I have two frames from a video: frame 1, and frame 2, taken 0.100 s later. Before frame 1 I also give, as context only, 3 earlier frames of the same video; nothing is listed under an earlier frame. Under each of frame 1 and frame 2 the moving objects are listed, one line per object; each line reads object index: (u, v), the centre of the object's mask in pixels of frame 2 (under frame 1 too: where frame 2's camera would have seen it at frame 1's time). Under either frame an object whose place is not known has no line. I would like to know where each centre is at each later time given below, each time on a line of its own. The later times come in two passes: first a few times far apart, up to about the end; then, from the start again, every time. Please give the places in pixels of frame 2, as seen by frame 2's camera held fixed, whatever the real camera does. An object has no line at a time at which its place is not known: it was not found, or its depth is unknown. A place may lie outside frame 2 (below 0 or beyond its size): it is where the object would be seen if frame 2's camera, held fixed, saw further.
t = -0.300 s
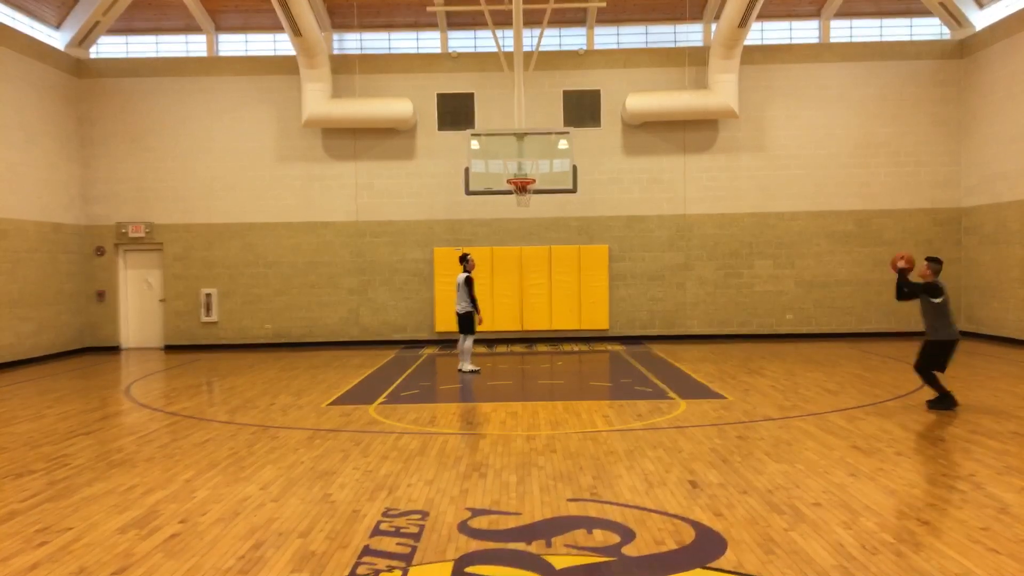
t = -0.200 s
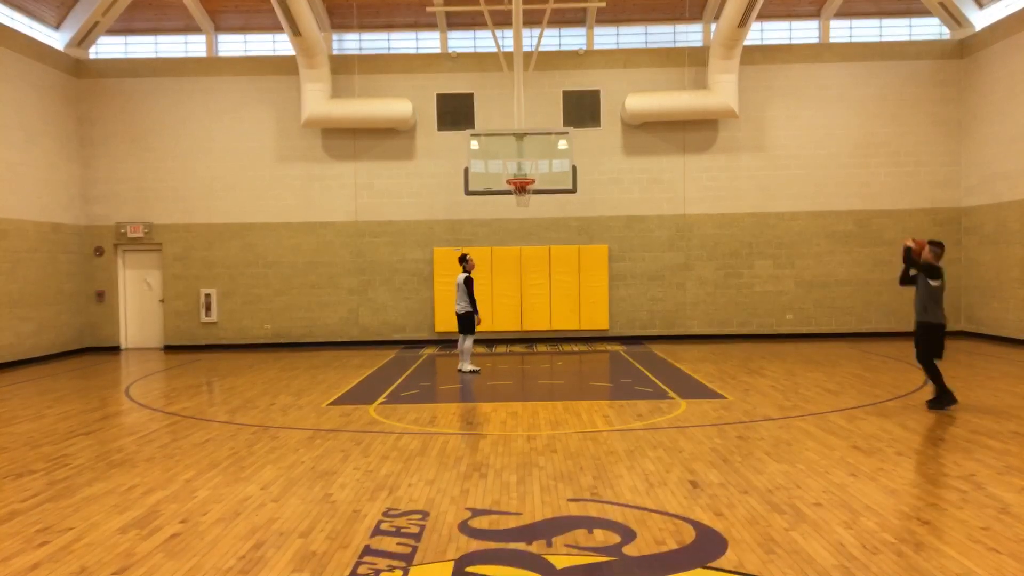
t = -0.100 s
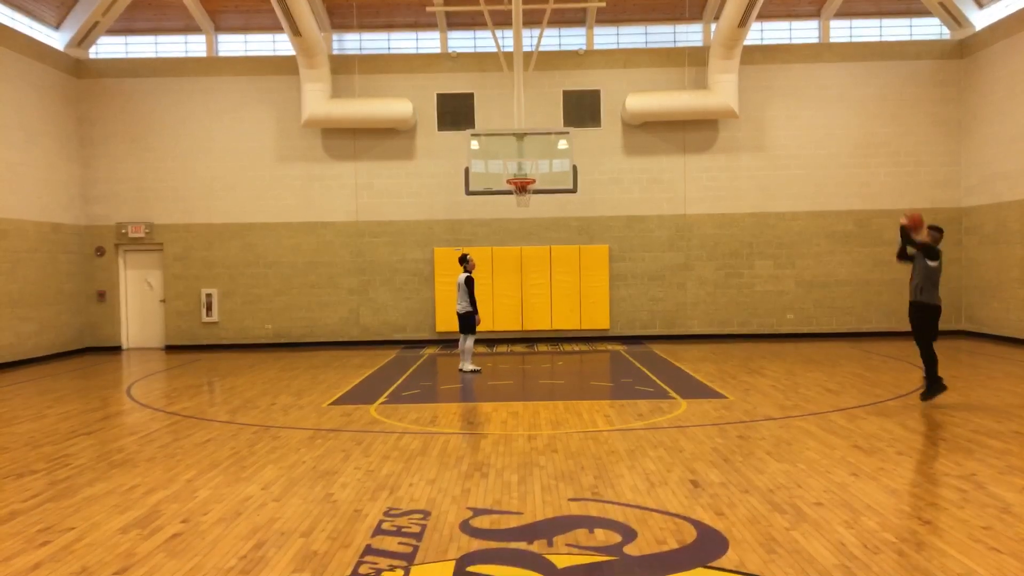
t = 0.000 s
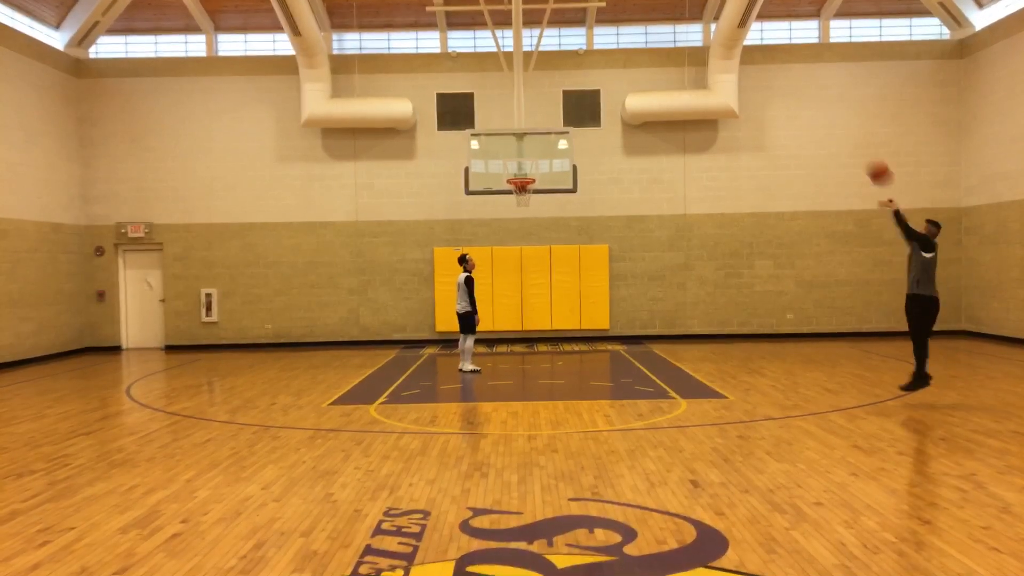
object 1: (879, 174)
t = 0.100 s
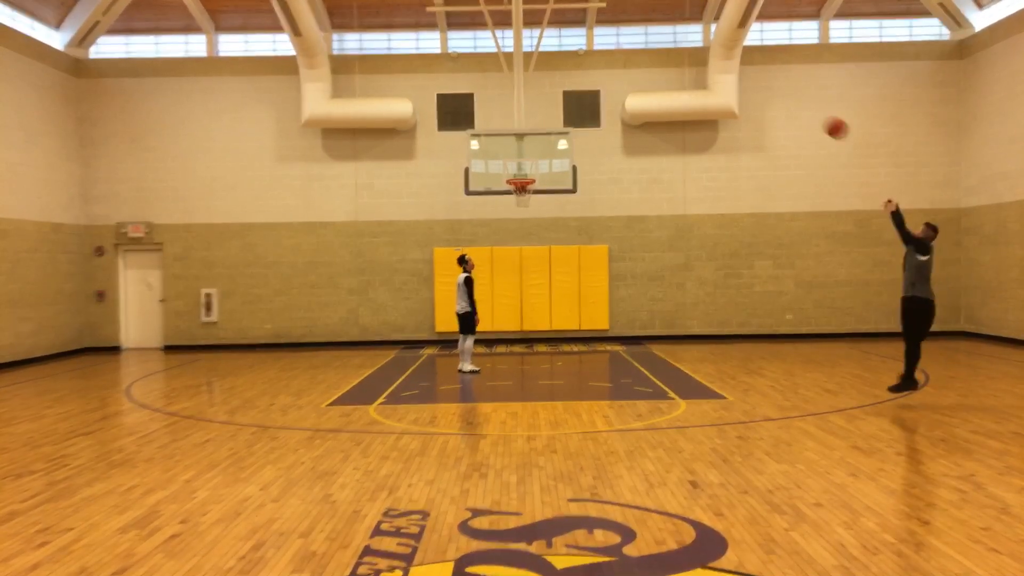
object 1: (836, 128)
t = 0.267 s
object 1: (771, 75)
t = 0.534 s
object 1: (684, 44)
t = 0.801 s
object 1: (613, 64)
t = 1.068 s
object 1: (553, 123)
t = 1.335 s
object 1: (513, 153)
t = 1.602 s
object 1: (494, 106)
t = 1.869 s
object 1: (474, 101)
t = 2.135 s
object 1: (452, 147)
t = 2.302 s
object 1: (438, 205)
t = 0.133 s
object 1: (823, 115)
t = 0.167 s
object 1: (809, 103)
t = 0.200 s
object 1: (795, 93)
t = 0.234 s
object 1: (784, 84)
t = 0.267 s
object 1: (771, 75)
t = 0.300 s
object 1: (759, 68)
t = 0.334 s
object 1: (748, 63)
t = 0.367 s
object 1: (737, 57)
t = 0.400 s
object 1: (726, 52)
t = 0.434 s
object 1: (714, 49)
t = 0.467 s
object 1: (704, 47)
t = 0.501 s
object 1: (695, 45)
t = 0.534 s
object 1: (684, 44)
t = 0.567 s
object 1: (675, 44)
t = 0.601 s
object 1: (666, 45)
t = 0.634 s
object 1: (656, 47)
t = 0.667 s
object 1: (647, 48)
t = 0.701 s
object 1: (638, 51)
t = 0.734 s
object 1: (630, 55)
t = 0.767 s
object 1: (621, 59)
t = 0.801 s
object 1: (613, 64)
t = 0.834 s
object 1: (605, 69)
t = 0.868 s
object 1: (596, 75)
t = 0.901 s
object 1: (589, 81)
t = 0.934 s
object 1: (581, 89)
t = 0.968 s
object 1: (574, 97)
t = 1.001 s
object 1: (567, 105)
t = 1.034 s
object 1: (560, 113)
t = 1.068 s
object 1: (553, 123)
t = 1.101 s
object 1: (546, 133)
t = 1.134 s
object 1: (540, 143)
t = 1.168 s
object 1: (533, 153)
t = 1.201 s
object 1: (527, 163)
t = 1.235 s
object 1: (520, 174)
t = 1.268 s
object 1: (518, 170)
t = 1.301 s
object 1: (516, 162)
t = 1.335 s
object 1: (513, 153)
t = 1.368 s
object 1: (511, 145)
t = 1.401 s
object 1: (509, 138)
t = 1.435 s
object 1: (506, 131)
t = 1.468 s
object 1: (504, 125)
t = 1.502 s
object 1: (502, 119)
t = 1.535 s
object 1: (499, 114)
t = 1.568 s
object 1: (497, 110)
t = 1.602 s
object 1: (494, 106)
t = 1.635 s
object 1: (492, 103)
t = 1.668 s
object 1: (489, 101)
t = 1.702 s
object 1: (487, 99)
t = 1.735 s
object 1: (484, 98)
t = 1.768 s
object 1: (482, 98)
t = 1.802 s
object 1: (479, 98)
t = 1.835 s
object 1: (477, 99)
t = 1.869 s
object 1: (474, 101)
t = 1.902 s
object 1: (471, 104)
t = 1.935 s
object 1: (468, 107)
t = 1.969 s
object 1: (466, 112)
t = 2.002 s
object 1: (462, 117)
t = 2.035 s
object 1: (460, 123)
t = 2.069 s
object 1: (457, 130)
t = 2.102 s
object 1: (454, 138)
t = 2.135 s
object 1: (452, 147)
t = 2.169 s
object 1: (449, 156)
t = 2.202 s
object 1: (447, 167)
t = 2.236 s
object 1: (444, 178)
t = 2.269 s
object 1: (441, 191)
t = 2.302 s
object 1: (438, 205)
